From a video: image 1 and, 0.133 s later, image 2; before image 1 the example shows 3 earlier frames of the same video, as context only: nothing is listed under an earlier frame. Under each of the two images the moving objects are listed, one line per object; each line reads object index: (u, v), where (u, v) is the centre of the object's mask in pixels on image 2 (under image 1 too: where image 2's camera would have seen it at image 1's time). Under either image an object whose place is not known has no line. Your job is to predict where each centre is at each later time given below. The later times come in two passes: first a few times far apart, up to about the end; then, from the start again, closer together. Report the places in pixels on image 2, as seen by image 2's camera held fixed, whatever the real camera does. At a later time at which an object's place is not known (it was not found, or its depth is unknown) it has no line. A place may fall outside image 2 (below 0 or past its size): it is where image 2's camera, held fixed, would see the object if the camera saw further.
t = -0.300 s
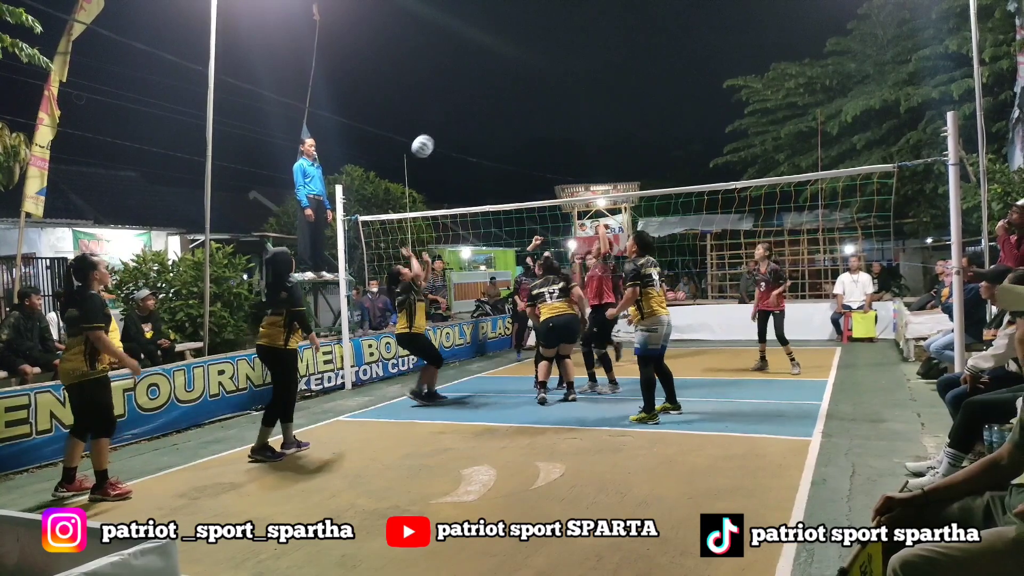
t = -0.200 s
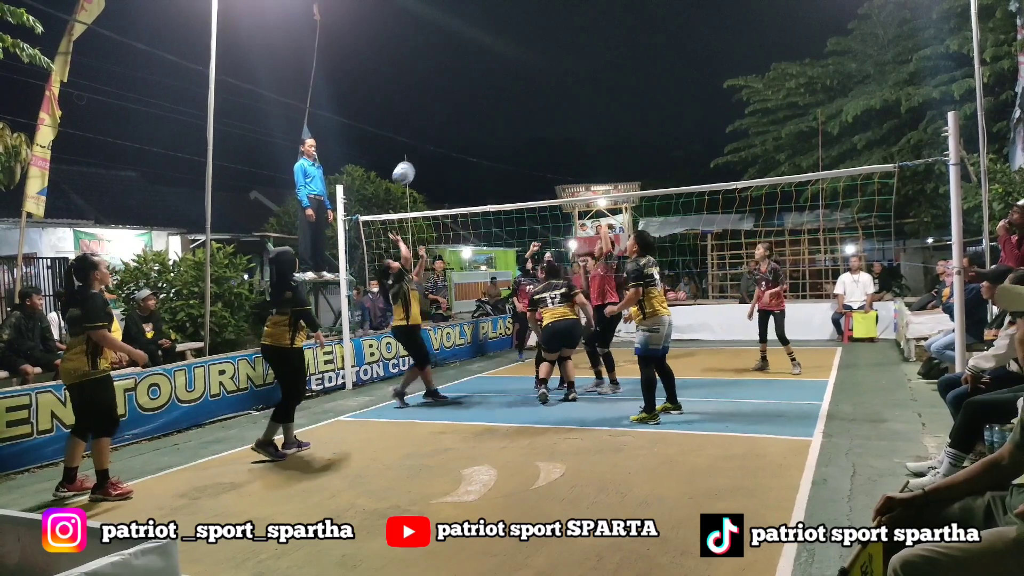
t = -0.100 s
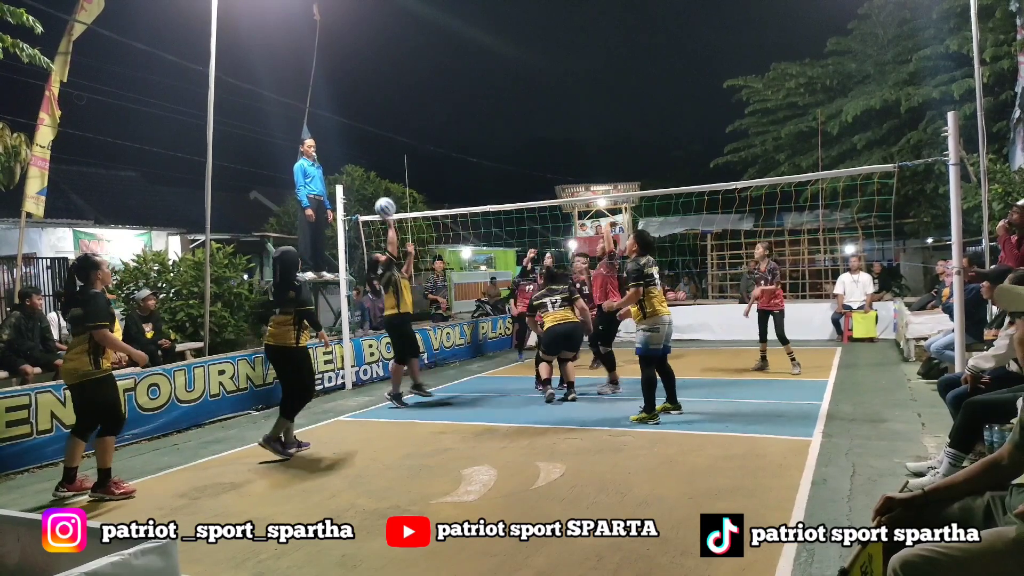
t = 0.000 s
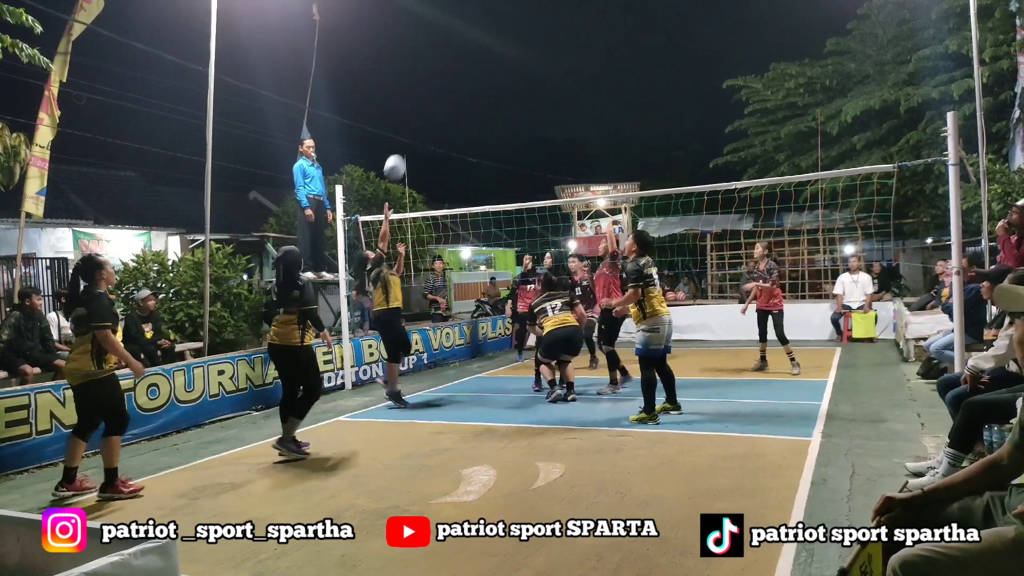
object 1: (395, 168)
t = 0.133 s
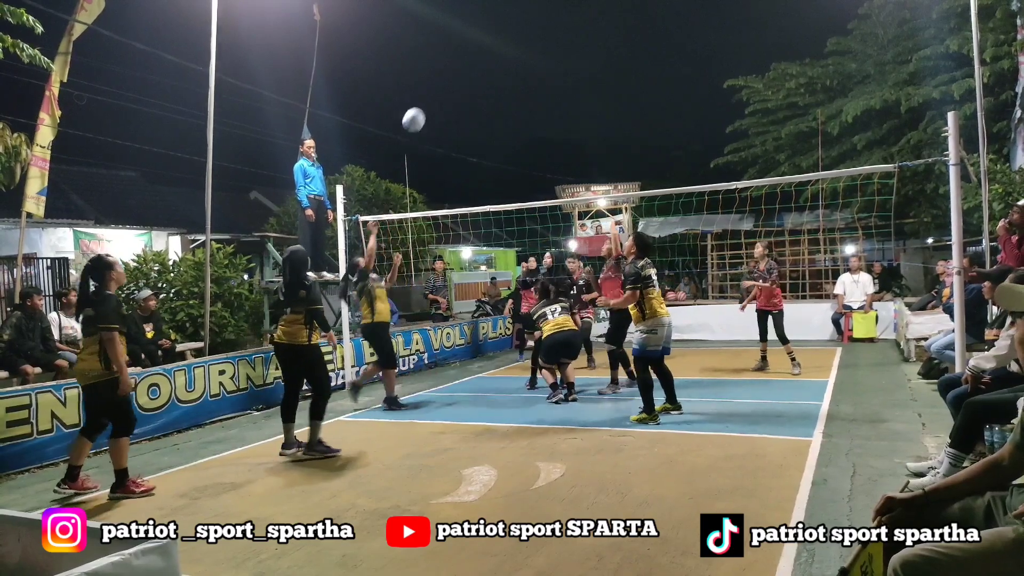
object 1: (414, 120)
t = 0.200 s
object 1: (424, 102)
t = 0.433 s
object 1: (462, 72)
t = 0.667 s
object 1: (504, 94)
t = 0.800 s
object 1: (529, 133)
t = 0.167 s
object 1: (419, 111)
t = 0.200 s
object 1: (424, 102)
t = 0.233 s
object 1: (429, 95)
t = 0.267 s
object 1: (434, 88)
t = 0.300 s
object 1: (440, 83)
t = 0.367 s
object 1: (450, 75)
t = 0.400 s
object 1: (456, 73)
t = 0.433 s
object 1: (462, 72)
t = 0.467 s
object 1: (467, 72)
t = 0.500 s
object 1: (473, 73)
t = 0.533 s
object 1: (479, 75)
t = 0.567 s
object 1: (485, 78)
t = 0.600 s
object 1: (491, 82)
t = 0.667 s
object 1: (504, 94)
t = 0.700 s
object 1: (510, 102)
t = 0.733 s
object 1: (516, 111)
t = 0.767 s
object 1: (523, 121)
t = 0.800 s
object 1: (529, 133)
